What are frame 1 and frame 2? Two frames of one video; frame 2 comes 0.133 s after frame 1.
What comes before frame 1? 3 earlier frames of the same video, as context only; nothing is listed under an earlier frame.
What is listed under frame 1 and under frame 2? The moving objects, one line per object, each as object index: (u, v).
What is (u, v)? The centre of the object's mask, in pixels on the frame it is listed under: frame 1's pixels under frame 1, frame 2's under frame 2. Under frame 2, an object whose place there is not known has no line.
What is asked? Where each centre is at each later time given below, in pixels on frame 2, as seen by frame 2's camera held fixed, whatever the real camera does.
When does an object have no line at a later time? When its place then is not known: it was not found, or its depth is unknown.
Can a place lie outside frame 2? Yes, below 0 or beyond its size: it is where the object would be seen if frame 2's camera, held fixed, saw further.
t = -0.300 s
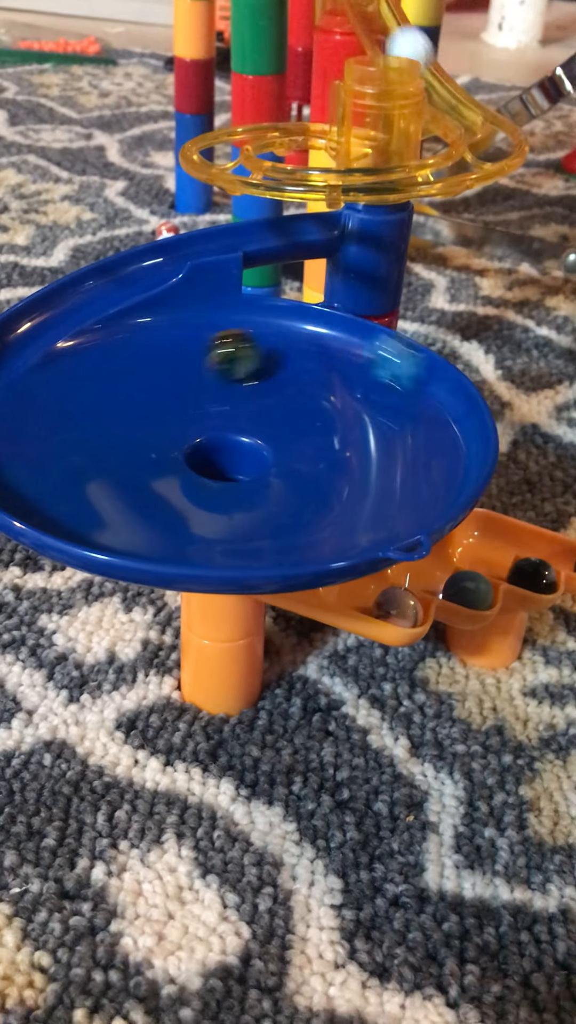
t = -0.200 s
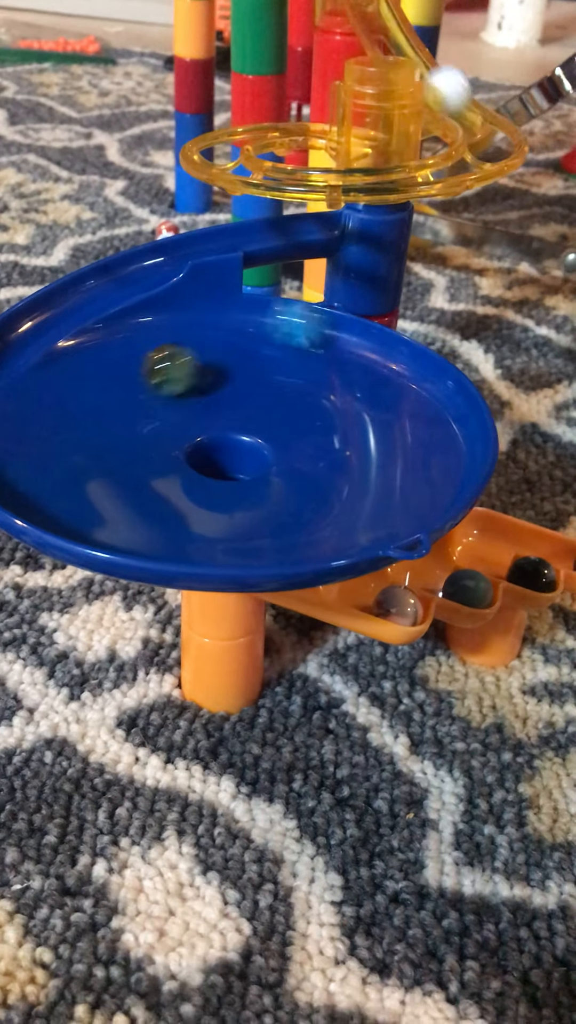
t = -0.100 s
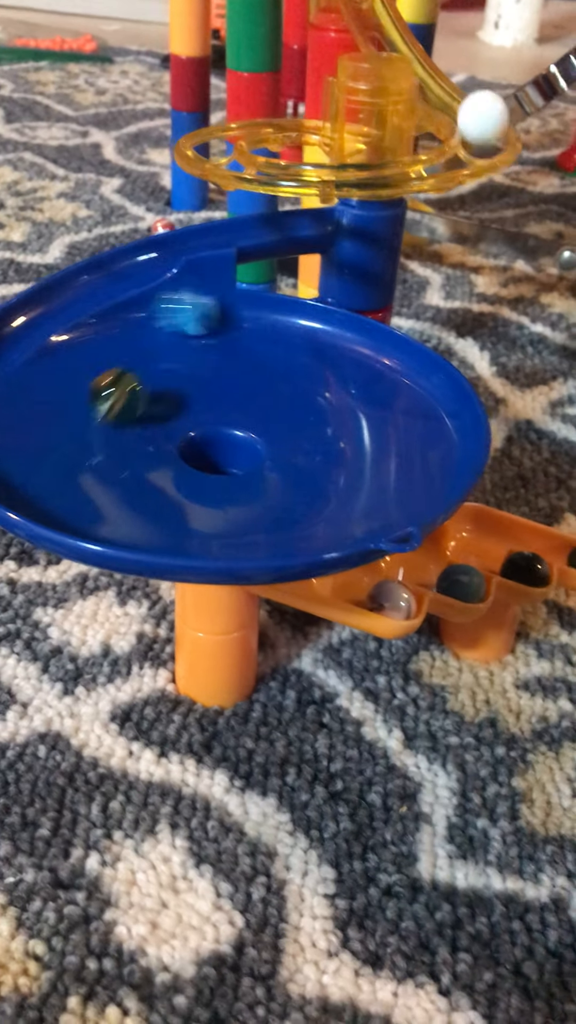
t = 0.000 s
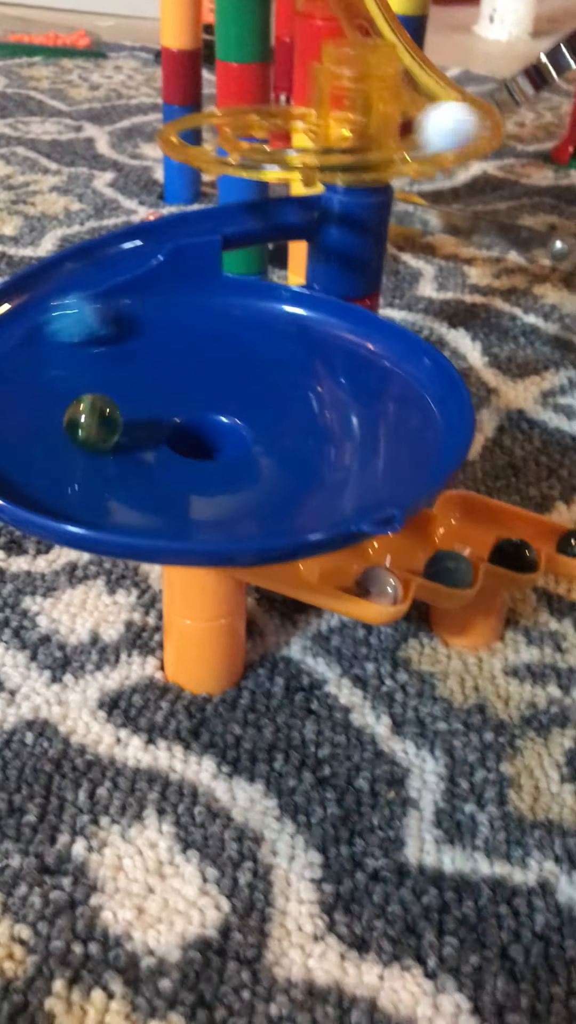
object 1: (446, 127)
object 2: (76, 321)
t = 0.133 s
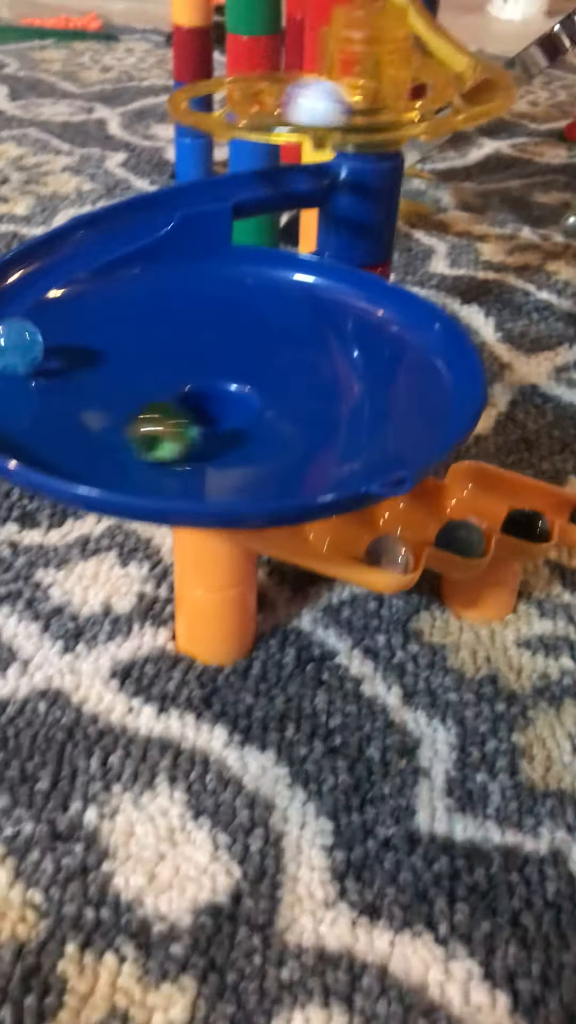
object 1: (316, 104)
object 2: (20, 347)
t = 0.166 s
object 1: (275, 102)
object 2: (16, 365)
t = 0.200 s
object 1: (243, 98)
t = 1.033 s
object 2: (222, 282)
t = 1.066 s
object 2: (195, 286)
